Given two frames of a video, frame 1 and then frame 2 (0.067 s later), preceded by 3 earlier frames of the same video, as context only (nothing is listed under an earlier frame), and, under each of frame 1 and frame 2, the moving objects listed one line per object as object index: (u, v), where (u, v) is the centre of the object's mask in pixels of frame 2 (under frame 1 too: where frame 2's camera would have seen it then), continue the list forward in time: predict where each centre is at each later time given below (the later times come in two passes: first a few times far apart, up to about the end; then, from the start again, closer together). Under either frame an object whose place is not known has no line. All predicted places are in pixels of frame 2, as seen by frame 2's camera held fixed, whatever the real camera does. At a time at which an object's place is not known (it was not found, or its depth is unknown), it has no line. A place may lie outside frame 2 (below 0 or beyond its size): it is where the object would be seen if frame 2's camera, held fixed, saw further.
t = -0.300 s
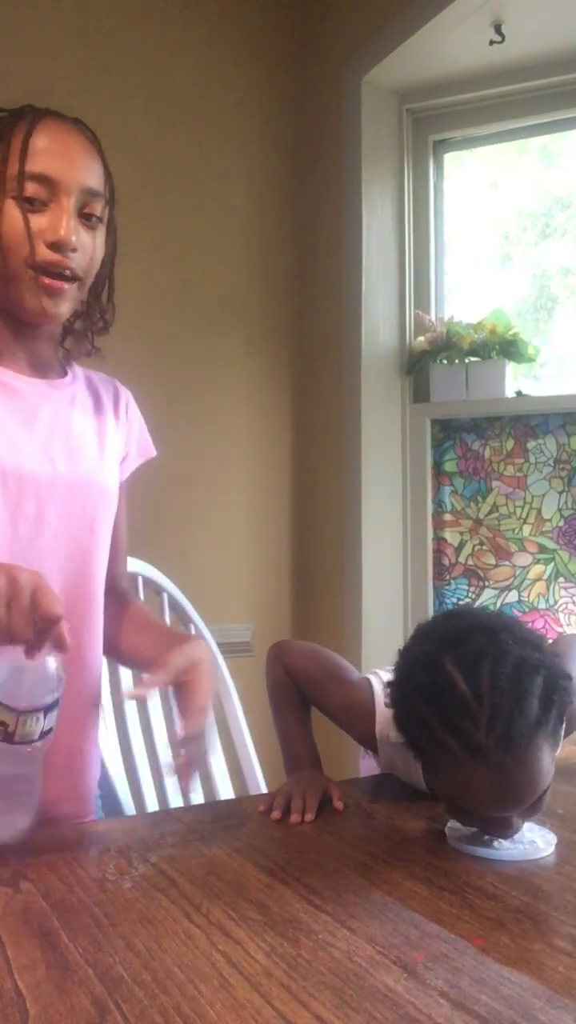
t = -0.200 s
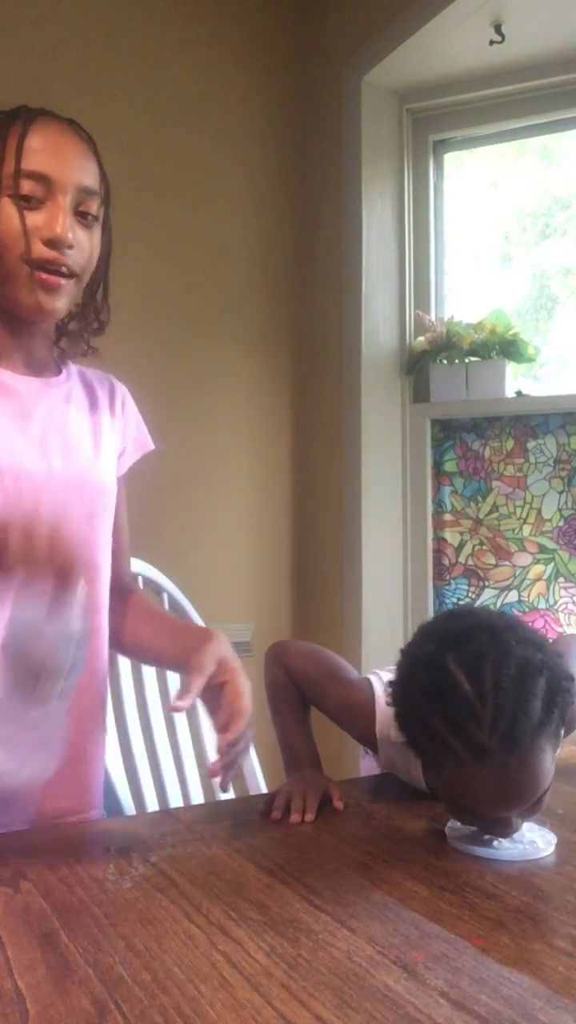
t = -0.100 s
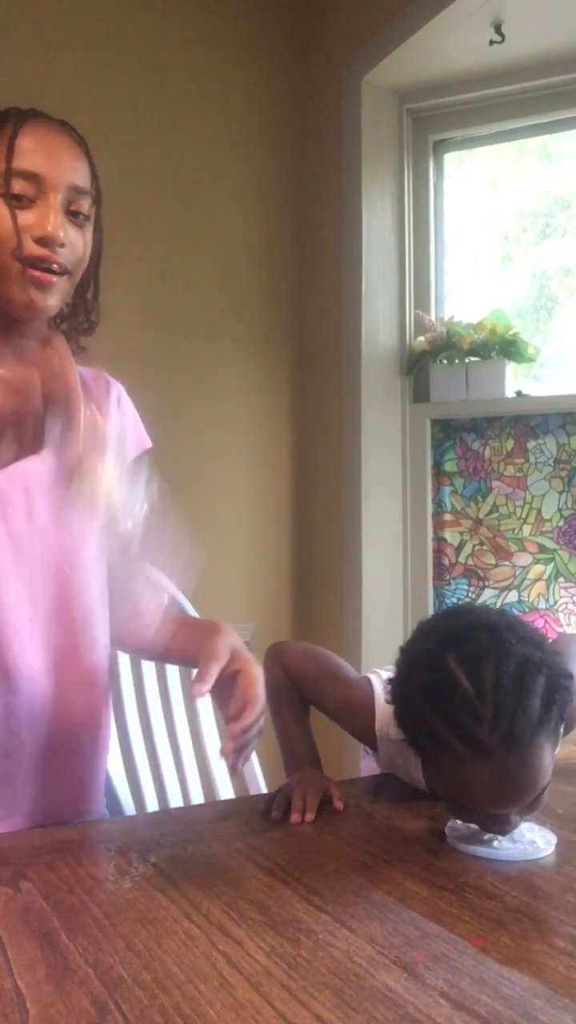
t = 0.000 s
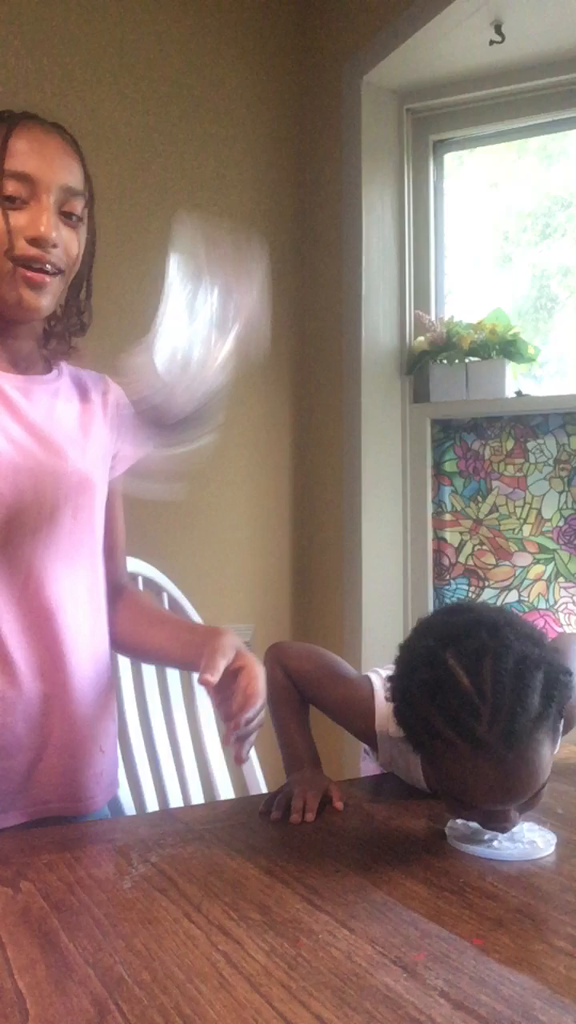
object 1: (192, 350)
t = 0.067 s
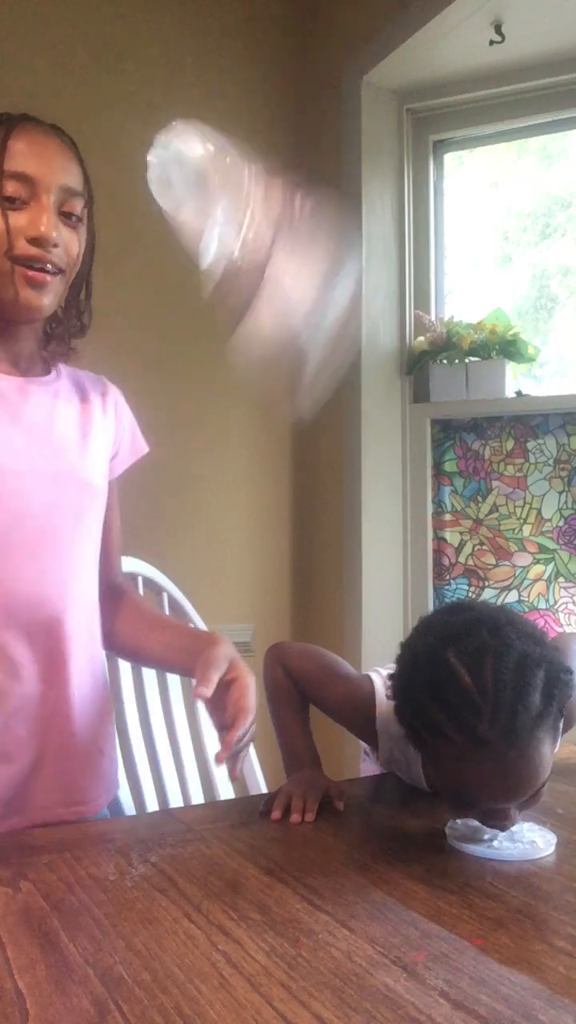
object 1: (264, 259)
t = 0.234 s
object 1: (291, 157)
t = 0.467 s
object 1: (319, 833)
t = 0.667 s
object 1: (293, 901)
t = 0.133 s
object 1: (296, 131)
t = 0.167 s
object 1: (291, 118)
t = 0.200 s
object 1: (287, 132)
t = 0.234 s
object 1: (291, 157)
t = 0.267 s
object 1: (295, 199)
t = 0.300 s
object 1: (299, 261)
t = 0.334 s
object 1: (301, 342)
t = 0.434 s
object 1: (317, 700)
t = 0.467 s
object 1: (319, 833)
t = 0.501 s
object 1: (300, 832)
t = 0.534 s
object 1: (303, 845)
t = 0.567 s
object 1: (306, 873)
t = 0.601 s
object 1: (293, 894)
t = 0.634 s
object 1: (296, 900)
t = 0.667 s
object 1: (293, 901)
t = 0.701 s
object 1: (293, 901)
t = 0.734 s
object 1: (293, 901)
